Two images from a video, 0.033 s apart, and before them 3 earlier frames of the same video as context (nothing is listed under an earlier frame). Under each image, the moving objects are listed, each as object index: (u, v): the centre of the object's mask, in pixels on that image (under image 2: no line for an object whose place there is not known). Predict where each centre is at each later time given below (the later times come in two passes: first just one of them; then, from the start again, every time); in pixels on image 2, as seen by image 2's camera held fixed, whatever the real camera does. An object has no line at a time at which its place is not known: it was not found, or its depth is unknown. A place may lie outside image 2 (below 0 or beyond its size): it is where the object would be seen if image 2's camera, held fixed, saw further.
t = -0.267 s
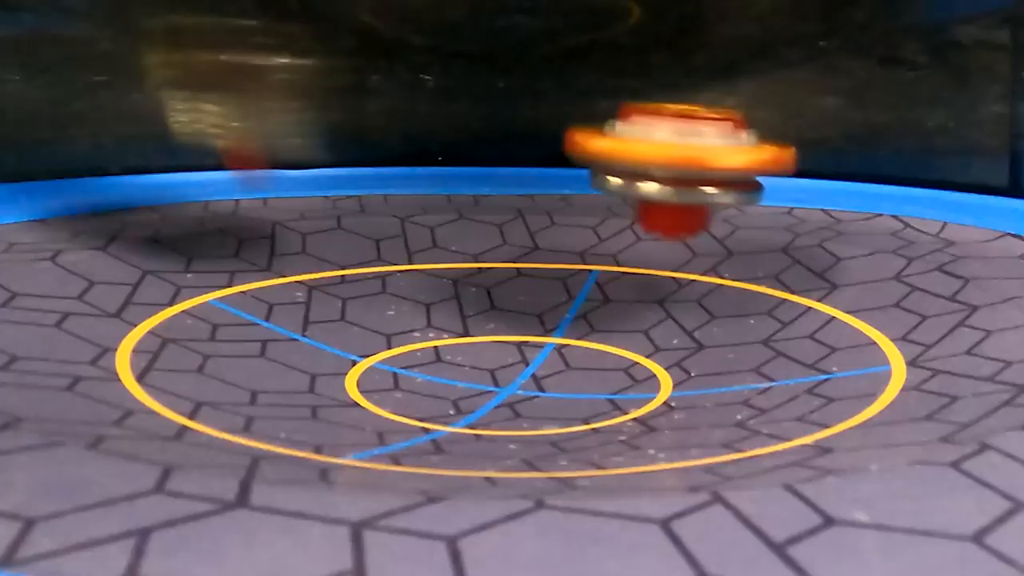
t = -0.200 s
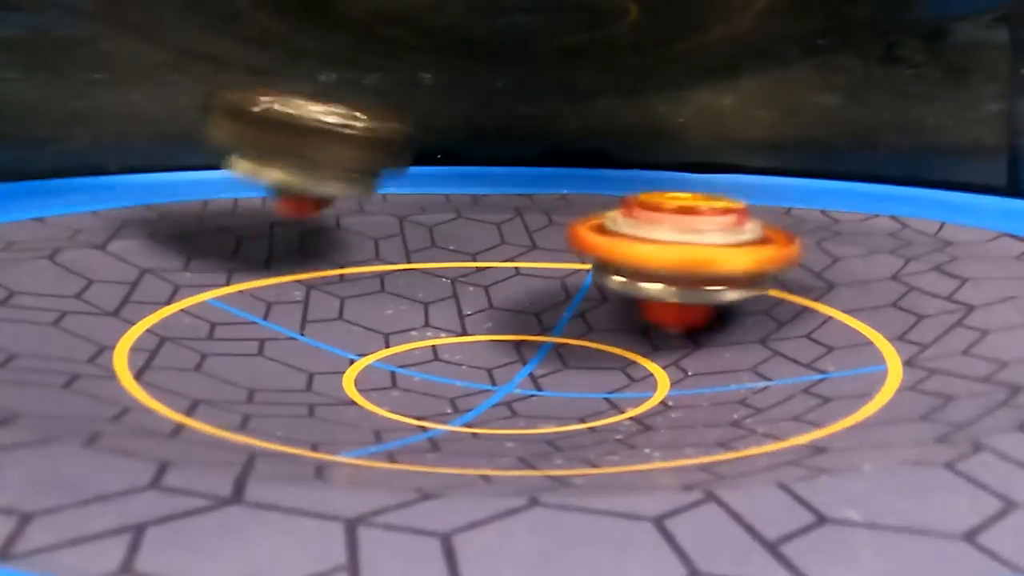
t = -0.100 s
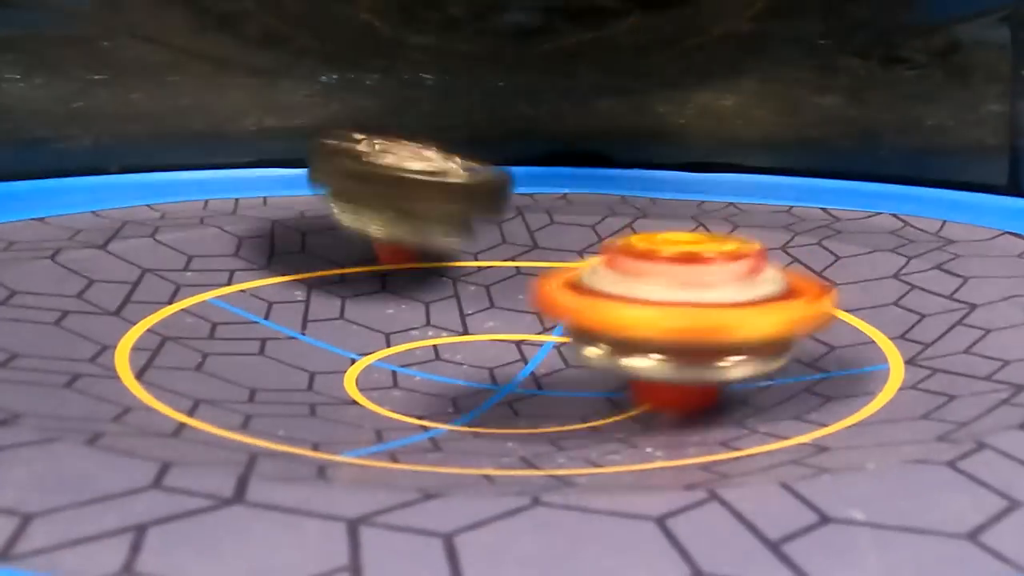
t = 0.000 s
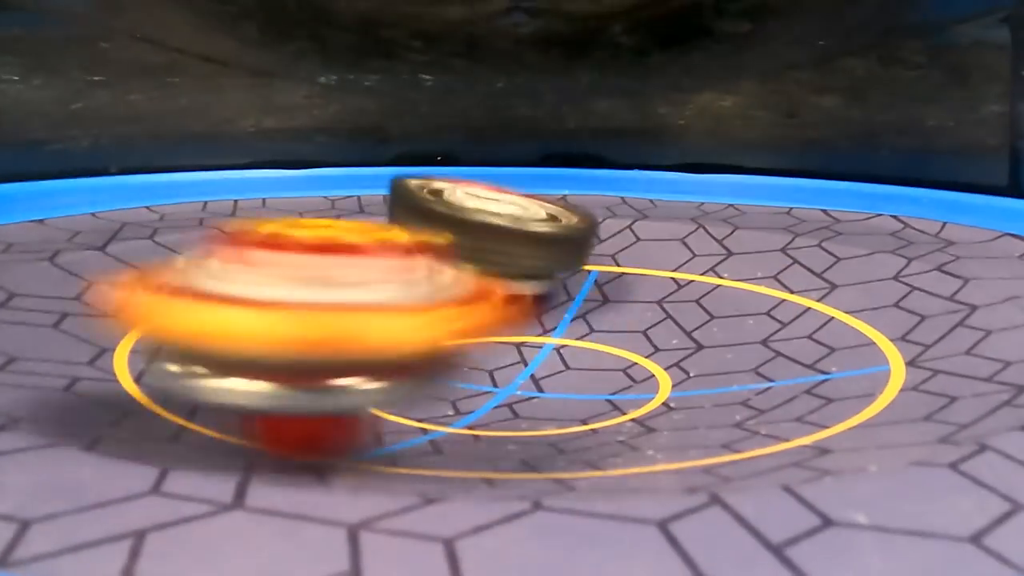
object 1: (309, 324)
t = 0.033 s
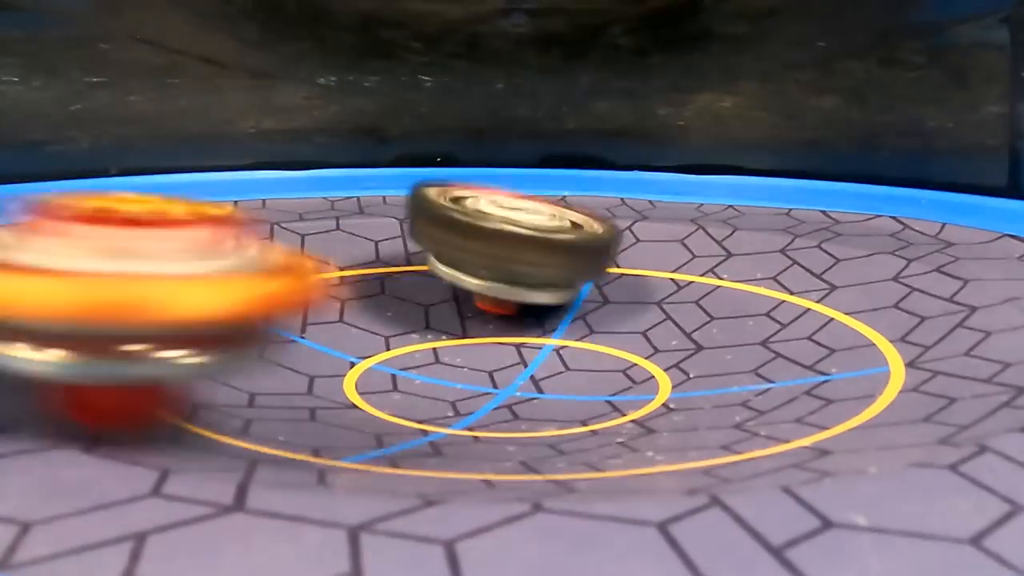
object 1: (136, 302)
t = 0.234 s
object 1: (31, 165)
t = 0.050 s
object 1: (91, 285)
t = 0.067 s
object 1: (65, 258)
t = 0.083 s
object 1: (49, 232)
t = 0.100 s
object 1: (37, 215)
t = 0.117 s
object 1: (29, 205)
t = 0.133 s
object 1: (24, 195)
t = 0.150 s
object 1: (21, 185)
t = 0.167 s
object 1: (20, 178)
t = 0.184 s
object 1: (21, 174)
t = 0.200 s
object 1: (23, 171)
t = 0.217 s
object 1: (26, 168)
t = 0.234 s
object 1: (31, 165)
